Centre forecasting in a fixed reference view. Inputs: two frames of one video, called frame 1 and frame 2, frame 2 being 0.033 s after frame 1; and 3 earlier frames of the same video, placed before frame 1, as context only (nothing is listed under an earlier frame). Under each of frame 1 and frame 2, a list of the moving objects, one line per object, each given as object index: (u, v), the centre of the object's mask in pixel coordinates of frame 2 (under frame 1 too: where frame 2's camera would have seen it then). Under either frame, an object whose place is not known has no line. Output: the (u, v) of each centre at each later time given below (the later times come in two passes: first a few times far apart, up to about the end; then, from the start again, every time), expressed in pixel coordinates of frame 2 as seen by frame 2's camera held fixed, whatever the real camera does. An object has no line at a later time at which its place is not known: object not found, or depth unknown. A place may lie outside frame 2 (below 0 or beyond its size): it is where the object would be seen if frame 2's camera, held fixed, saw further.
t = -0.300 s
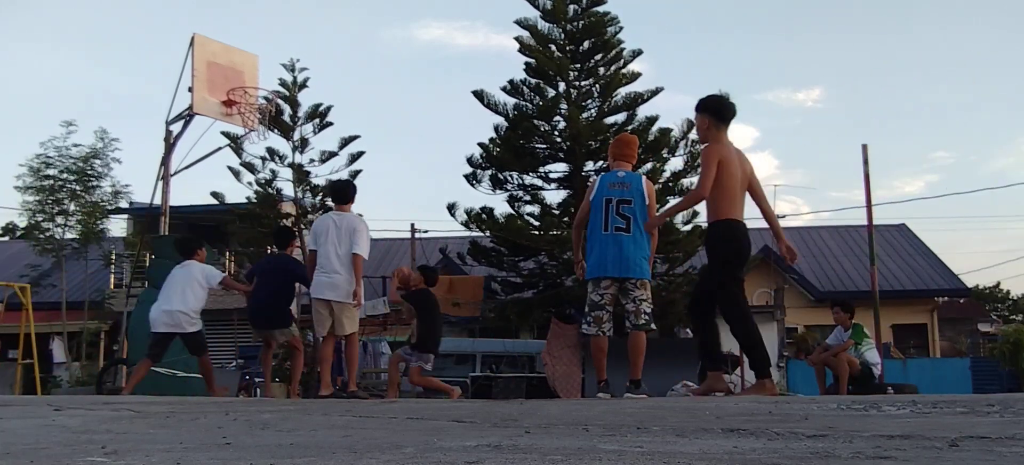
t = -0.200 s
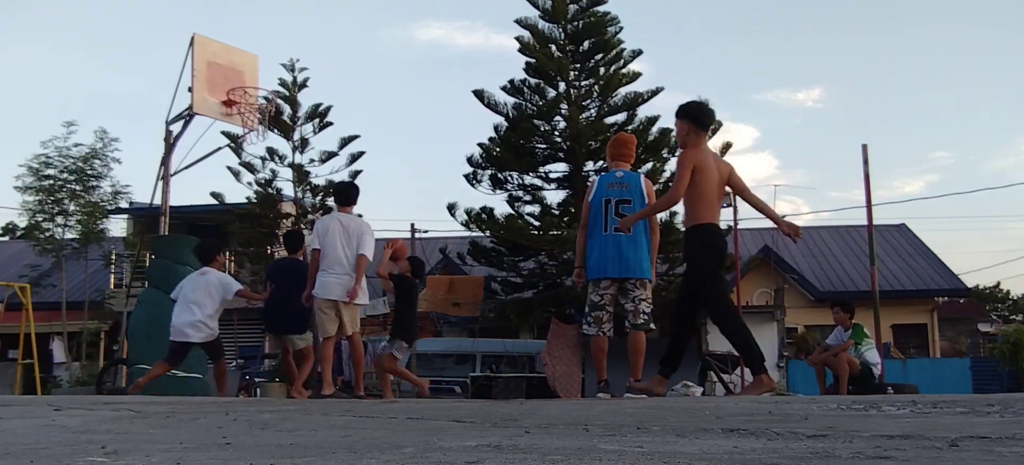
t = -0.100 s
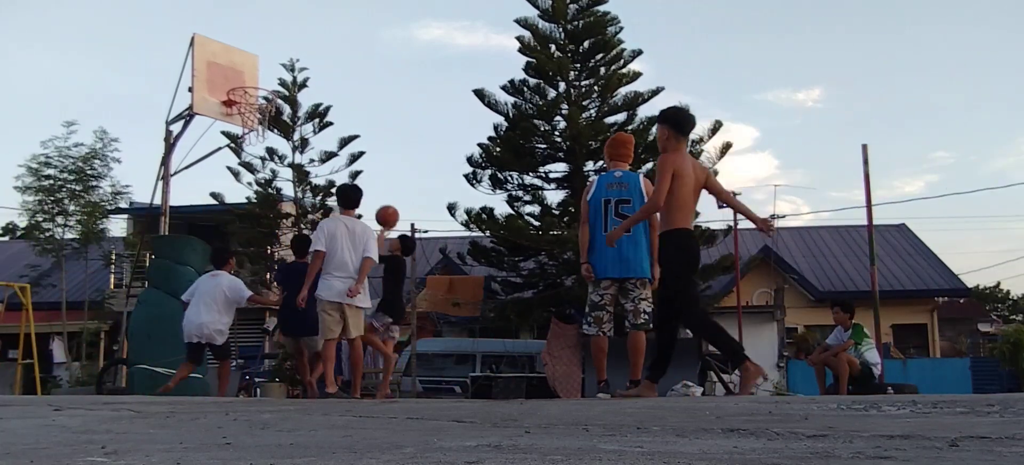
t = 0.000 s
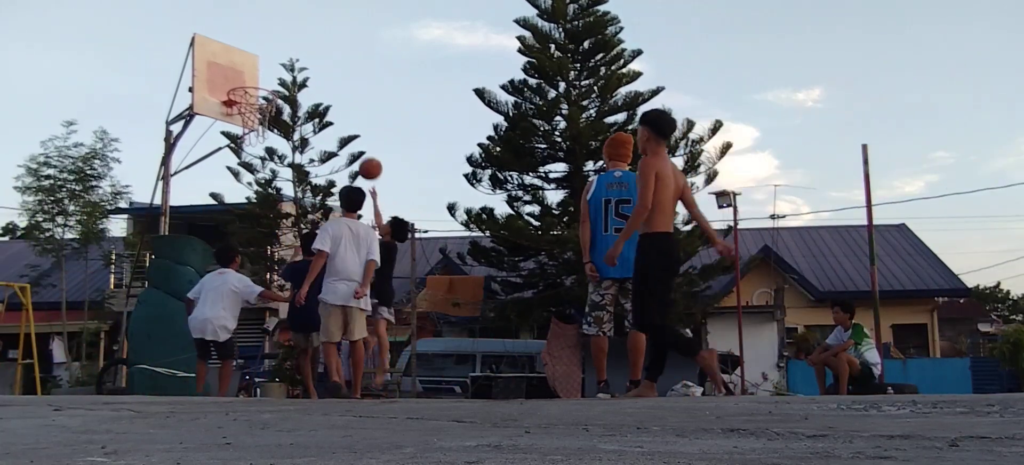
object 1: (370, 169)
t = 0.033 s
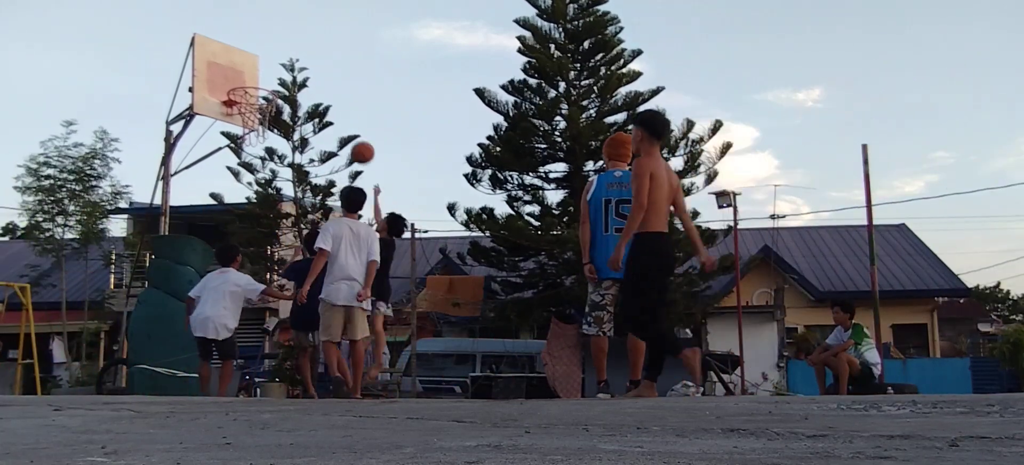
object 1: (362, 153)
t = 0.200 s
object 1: (323, 87)
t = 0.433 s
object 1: (268, 38)
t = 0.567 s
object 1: (237, 33)
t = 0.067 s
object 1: (354, 138)
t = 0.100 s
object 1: (347, 123)
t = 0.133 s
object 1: (339, 110)
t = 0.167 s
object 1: (331, 98)
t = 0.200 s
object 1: (323, 87)
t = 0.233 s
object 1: (315, 77)
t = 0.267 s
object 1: (308, 68)
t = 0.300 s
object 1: (300, 60)
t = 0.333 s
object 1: (292, 53)
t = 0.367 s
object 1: (284, 47)
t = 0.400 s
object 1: (276, 42)
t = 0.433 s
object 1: (268, 38)
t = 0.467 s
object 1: (260, 35)
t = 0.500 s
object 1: (253, 33)
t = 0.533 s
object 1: (245, 32)
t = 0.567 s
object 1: (237, 33)
